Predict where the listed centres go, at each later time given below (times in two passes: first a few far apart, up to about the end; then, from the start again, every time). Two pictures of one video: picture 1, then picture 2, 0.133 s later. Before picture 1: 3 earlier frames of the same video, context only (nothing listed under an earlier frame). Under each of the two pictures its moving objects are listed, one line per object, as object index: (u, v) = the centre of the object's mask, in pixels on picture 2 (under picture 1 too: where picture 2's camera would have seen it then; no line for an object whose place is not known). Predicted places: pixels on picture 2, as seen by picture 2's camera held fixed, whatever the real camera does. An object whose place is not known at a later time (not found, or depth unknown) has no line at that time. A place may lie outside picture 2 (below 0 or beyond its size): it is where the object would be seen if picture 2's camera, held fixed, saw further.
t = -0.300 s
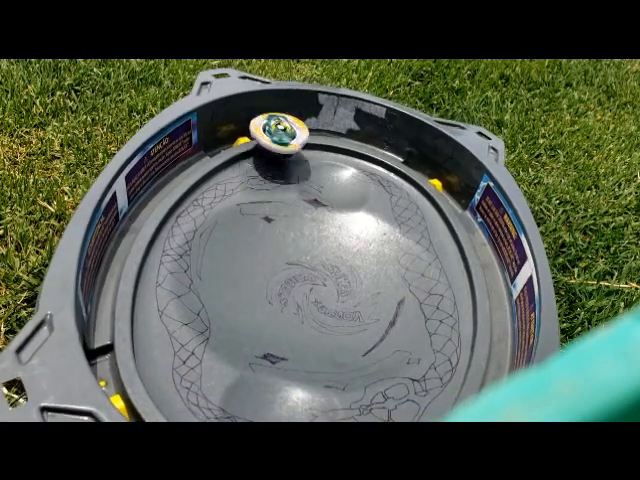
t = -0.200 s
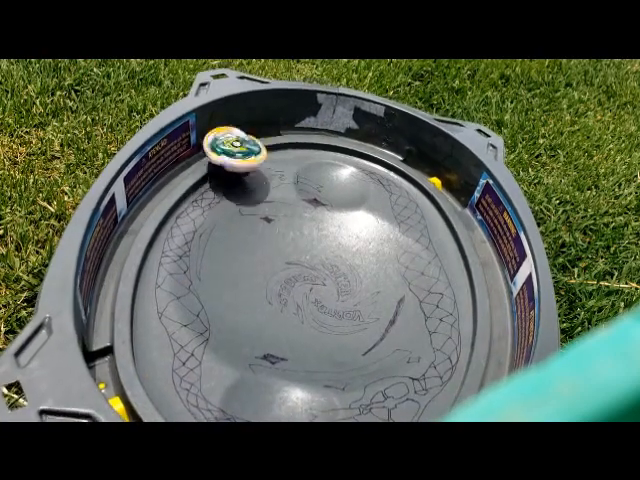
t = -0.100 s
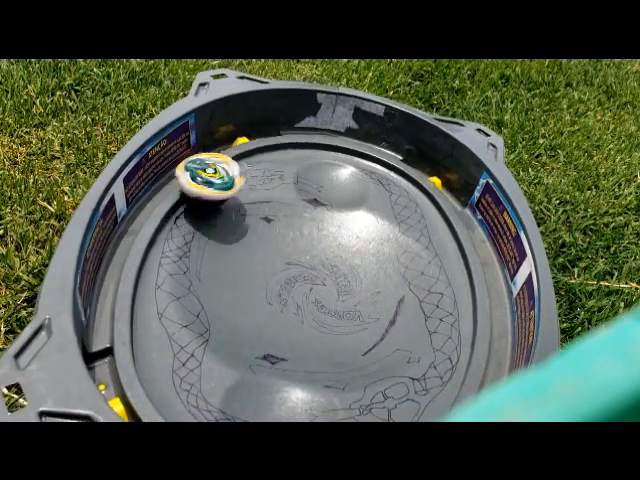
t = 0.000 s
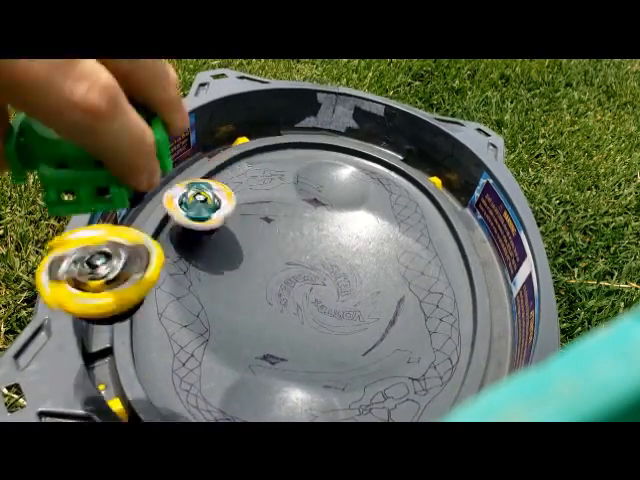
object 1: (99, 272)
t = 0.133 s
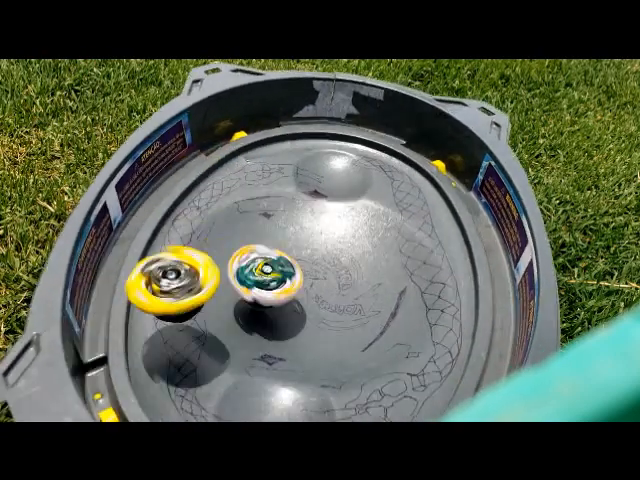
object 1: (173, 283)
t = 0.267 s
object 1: (165, 342)
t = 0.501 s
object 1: (335, 411)
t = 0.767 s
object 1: (451, 348)
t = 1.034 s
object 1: (383, 403)
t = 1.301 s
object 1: (274, 407)
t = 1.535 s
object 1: (292, 346)
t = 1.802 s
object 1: (261, 270)
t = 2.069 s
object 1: (271, 320)
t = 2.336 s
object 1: (257, 270)
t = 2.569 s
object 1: (266, 303)
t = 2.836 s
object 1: (229, 296)
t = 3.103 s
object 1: (229, 296)
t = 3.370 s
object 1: (261, 261)
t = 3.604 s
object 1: (265, 216)
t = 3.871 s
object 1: (316, 228)
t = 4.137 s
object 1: (355, 239)
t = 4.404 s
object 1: (390, 294)
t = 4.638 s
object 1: (387, 316)
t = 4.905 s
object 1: (308, 336)
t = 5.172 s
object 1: (276, 330)
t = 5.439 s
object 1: (250, 264)
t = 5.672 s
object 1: (264, 245)
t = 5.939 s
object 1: (281, 222)
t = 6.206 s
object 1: (364, 258)
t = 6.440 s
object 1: (410, 270)
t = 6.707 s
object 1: (399, 314)
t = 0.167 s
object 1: (168, 288)
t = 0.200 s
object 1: (163, 305)
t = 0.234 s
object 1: (164, 329)
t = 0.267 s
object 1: (165, 342)
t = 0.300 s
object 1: (167, 370)
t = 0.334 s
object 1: (179, 387)
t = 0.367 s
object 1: (202, 397)
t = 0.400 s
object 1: (228, 404)
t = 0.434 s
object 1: (261, 407)
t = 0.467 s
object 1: (299, 410)
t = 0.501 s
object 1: (335, 411)
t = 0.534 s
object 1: (364, 409)
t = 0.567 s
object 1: (386, 405)
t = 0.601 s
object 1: (406, 399)
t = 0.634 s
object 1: (421, 392)
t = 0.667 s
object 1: (432, 384)
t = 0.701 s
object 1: (442, 373)
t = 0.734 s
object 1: (448, 361)
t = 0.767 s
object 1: (451, 348)
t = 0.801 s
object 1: (452, 337)
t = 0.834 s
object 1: (450, 326)
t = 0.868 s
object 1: (441, 328)
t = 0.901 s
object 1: (428, 343)
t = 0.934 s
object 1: (417, 359)
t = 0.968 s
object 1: (407, 377)
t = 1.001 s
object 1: (395, 393)
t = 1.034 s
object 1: (383, 403)
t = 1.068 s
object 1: (366, 408)
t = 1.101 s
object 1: (342, 410)
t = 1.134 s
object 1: (323, 411)
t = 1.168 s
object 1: (307, 410)
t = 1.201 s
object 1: (291, 409)
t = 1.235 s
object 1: (279, 409)
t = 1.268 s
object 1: (276, 408)
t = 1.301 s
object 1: (274, 407)
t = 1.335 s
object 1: (277, 408)
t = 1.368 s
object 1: (289, 408)
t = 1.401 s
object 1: (304, 405)
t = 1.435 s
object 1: (320, 399)
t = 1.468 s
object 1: (319, 384)
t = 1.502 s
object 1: (307, 359)
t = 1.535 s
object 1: (292, 346)
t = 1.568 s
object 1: (283, 328)
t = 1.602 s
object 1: (280, 314)
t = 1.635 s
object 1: (278, 302)
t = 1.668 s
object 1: (278, 292)
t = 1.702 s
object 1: (279, 285)
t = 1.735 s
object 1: (277, 277)
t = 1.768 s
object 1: (273, 271)
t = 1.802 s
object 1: (261, 270)
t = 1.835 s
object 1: (239, 268)
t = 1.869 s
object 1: (223, 271)
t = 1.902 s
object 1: (214, 276)
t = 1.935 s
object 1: (211, 284)
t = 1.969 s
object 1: (217, 296)
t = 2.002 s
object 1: (232, 309)
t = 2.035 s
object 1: (251, 316)
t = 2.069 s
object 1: (271, 320)
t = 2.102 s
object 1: (290, 314)
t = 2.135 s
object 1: (306, 308)
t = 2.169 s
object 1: (321, 300)
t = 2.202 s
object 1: (313, 294)
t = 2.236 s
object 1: (297, 286)
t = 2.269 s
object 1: (284, 277)
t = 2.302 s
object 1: (270, 274)
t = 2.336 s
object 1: (257, 270)
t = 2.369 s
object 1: (247, 269)
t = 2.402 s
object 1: (240, 272)
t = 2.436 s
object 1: (236, 274)
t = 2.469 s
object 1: (237, 282)
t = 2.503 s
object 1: (241, 289)
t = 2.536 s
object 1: (251, 301)
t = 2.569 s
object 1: (266, 303)
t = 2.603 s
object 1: (281, 308)
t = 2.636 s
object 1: (298, 307)
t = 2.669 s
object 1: (288, 302)
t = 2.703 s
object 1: (270, 297)
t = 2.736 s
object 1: (255, 293)
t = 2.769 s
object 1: (245, 293)
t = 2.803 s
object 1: (237, 294)
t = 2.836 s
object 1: (229, 296)
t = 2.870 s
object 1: (230, 301)
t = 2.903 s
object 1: (234, 307)
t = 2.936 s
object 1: (238, 311)
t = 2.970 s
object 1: (249, 315)
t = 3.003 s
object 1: (238, 308)
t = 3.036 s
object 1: (236, 301)
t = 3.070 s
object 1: (230, 300)
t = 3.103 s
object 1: (229, 296)
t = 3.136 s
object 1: (228, 295)
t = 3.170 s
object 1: (233, 292)
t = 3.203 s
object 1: (235, 288)
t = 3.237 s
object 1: (241, 285)
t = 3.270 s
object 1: (245, 280)
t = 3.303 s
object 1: (253, 276)
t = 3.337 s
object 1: (257, 269)
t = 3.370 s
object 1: (261, 261)
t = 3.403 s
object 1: (261, 250)
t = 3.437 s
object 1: (263, 240)
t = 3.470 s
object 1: (264, 233)
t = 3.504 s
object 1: (264, 225)
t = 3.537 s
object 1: (264, 219)
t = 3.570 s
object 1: (265, 217)
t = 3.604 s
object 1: (265, 216)
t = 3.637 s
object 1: (268, 217)
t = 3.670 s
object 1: (271, 222)
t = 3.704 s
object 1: (275, 225)
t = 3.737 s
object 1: (282, 229)
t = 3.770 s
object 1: (291, 234)
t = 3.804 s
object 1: (300, 233)
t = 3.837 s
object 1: (307, 230)
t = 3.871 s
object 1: (316, 228)
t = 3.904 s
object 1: (323, 226)
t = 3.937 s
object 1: (330, 227)
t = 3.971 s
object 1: (335, 227)
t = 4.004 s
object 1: (338, 228)
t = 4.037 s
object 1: (343, 230)
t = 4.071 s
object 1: (348, 232)
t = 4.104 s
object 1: (352, 236)
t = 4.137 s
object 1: (355, 239)
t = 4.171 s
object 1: (358, 244)
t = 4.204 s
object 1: (362, 250)
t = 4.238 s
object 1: (366, 256)
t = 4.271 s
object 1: (370, 266)
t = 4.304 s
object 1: (375, 273)
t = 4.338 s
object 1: (381, 280)
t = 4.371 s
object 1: (386, 287)
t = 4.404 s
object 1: (390, 294)
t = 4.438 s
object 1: (394, 301)
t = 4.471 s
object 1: (396, 305)
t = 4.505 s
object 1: (396, 308)
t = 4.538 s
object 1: (396, 310)
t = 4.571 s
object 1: (394, 311)
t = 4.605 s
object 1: (391, 314)
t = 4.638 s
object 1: (387, 316)
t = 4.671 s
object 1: (381, 319)
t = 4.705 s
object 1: (373, 320)
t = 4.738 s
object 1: (364, 323)
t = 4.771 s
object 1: (352, 328)
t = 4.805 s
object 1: (340, 329)
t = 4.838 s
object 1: (329, 333)
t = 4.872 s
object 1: (317, 335)
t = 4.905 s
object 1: (308, 336)
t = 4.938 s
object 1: (299, 337)
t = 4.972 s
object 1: (291, 338)
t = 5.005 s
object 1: (285, 339)
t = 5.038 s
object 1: (281, 338)
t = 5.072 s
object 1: (279, 338)
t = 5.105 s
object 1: (278, 336)
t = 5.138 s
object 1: (277, 333)
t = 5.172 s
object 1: (276, 330)
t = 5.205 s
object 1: (276, 326)
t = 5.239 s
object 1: (272, 320)
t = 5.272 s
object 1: (268, 313)
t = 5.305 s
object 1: (264, 305)
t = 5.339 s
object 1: (260, 297)
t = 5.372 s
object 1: (257, 287)
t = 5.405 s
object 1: (251, 272)
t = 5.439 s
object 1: (250, 264)
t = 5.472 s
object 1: (248, 259)
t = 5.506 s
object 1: (248, 255)
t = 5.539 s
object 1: (249, 249)
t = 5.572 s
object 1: (251, 247)
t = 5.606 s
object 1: (254, 246)
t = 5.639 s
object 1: (259, 245)
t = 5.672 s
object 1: (264, 245)
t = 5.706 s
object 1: (265, 237)
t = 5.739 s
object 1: (267, 230)
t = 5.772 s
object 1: (268, 225)
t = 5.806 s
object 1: (270, 220)
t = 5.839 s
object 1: (270, 217)
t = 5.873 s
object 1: (272, 217)
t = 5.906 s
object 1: (275, 219)
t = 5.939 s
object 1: (281, 222)
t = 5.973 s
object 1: (287, 226)
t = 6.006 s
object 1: (295, 232)
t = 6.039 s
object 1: (305, 237)
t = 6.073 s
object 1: (315, 240)
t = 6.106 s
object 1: (325, 245)
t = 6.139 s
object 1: (338, 251)
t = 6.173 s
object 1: (352, 255)
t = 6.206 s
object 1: (364, 258)
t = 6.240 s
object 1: (376, 259)
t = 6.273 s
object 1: (386, 261)
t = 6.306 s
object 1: (393, 263)
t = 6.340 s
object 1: (401, 265)
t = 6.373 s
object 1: (407, 266)
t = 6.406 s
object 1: (410, 268)
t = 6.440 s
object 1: (410, 270)
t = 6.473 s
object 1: (407, 274)
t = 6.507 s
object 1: (404, 280)
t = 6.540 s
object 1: (399, 284)
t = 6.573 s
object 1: (391, 292)
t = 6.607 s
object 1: (391, 297)
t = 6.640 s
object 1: (393, 304)
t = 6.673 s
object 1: (399, 310)
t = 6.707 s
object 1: (399, 314)
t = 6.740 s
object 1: (401, 318)
